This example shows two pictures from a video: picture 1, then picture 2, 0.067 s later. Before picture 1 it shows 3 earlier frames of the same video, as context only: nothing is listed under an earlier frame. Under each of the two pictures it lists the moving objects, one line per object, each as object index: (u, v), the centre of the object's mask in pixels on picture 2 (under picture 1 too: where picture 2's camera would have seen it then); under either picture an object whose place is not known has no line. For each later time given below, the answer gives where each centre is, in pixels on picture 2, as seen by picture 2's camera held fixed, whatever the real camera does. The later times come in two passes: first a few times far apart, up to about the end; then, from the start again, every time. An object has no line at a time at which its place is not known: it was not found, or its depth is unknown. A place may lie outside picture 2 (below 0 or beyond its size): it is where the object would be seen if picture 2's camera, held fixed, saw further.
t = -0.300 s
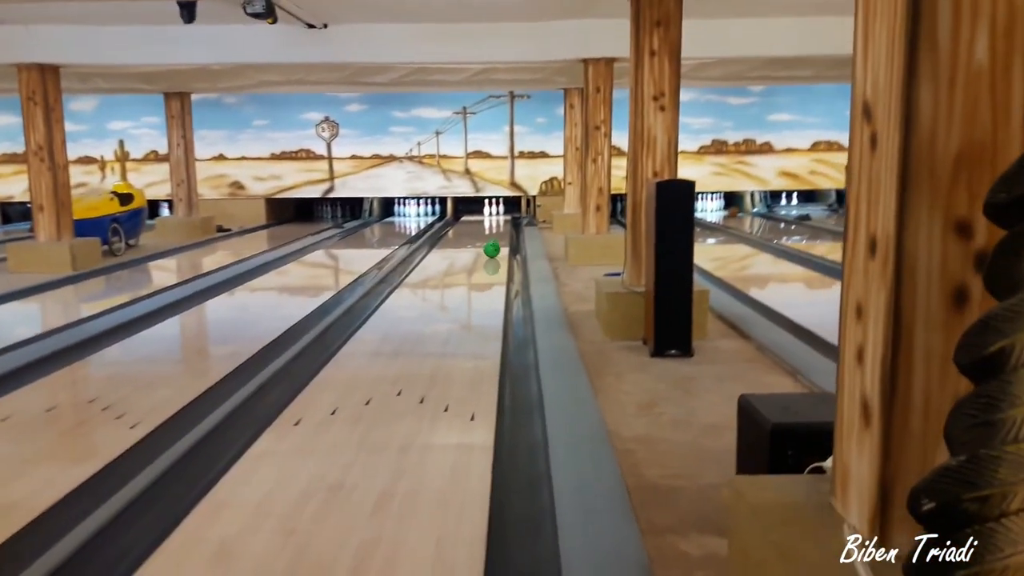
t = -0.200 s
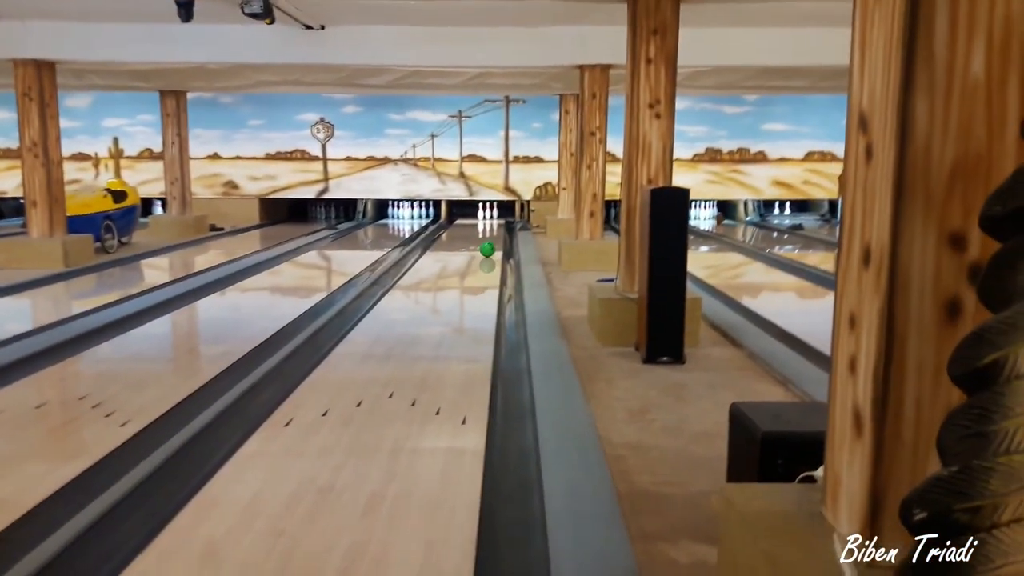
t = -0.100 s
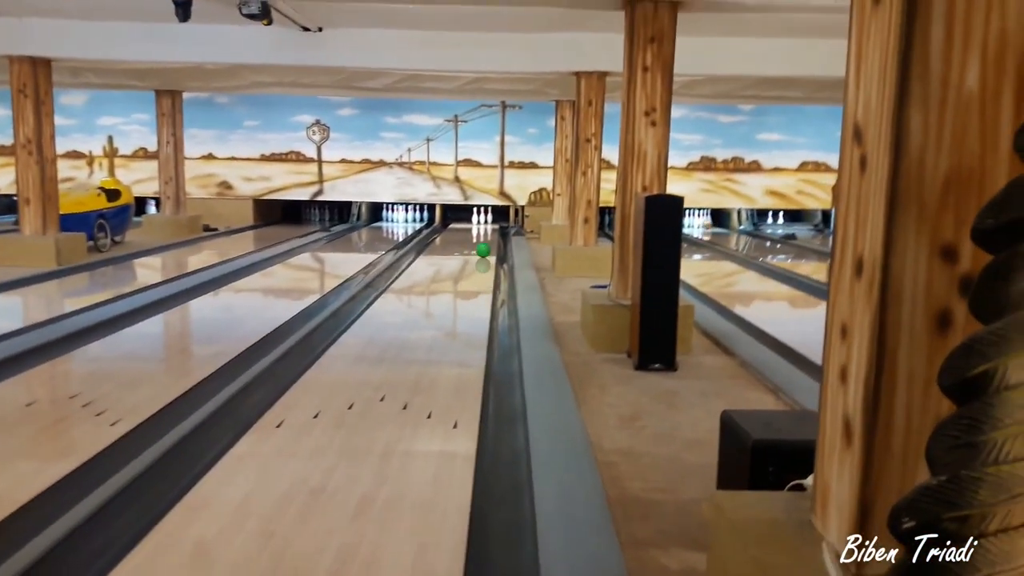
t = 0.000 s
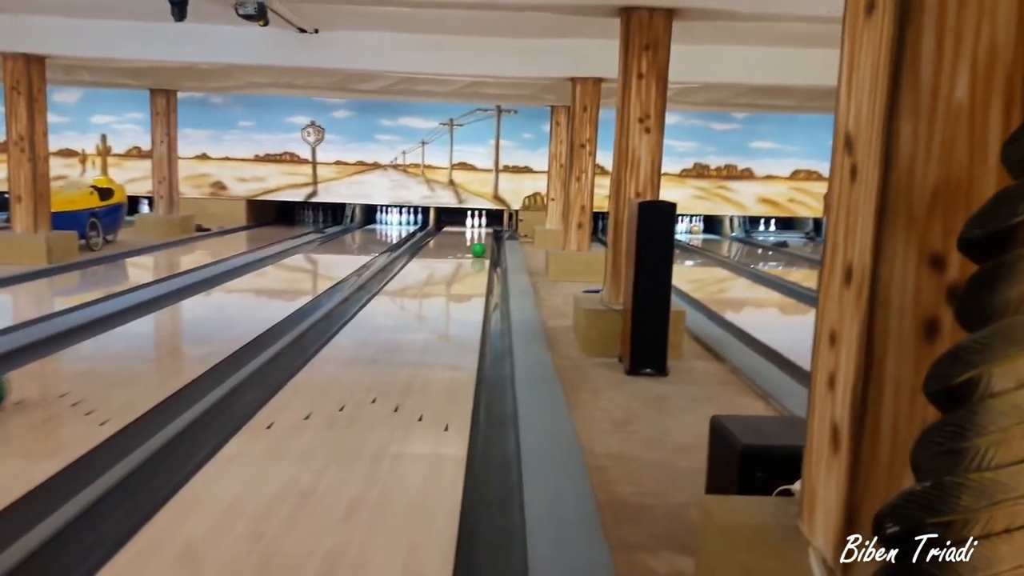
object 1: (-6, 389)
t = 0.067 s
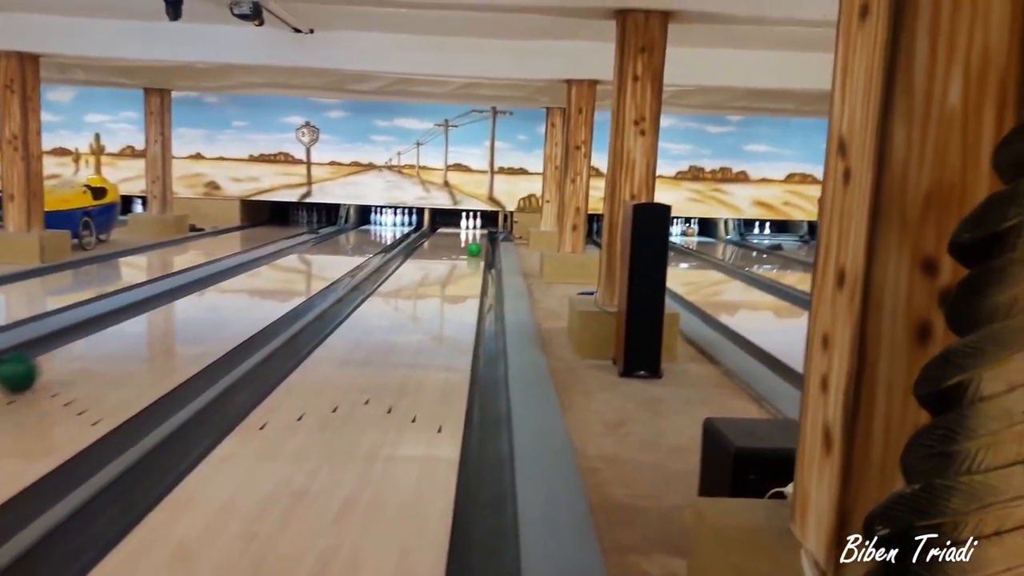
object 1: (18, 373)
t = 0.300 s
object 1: (119, 327)
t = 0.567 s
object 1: (191, 295)
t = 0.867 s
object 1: (242, 273)
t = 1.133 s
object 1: (273, 259)
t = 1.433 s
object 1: (300, 247)
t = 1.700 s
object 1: (317, 240)
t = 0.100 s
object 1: (34, 365)
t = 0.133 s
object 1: (50, 357)
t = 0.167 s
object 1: (66, 350)
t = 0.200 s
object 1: (81, 343)
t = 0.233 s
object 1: (95, 338)
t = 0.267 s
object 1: (107, 332)
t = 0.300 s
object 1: (119, 327)
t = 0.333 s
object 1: (130, 322)
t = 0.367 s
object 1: (140, 317)
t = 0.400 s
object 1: (150, 313)
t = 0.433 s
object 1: (159, 308)
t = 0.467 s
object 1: (168, 305)
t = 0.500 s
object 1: (176, 301)
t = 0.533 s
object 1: (183, 298)
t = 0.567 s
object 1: (191, 295)
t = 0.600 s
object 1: (198, 292)
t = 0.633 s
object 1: (204, 290)
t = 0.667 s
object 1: (211, 287)
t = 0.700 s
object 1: (217, 283)
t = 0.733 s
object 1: (222, 281)
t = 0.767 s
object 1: (228, 279)
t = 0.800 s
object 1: (233, 277)
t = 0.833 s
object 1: (238, 275)
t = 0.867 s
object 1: (242, 273)
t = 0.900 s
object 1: (247, 270)
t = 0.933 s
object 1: (251, 269)
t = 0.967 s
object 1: (255, 267)
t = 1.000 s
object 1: (259, 265)
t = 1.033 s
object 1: (263, 263)
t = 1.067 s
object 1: (267, 261)
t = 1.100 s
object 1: (270, 260)
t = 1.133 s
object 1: (273, 259)
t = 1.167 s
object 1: (277, 257)
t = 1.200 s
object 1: (280, 256)
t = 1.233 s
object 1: (284, 254)
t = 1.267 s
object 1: (286, 253)
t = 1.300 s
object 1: (289, 252)
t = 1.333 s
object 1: (292, 251)
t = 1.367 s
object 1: (295, 250)
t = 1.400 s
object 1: (298, 248)
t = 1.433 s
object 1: (300, 247)
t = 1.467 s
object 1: (303, 246)
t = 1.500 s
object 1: (305, 245)
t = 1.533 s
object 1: (307, 244)
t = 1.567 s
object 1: (309, 243)
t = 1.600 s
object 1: (311, 243)
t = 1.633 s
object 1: (313, 242)
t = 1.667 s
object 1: (314, 241)
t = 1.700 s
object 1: (317, 240)
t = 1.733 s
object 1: (319, 239)
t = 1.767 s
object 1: (321, 239)
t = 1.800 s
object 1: (322, 237)
